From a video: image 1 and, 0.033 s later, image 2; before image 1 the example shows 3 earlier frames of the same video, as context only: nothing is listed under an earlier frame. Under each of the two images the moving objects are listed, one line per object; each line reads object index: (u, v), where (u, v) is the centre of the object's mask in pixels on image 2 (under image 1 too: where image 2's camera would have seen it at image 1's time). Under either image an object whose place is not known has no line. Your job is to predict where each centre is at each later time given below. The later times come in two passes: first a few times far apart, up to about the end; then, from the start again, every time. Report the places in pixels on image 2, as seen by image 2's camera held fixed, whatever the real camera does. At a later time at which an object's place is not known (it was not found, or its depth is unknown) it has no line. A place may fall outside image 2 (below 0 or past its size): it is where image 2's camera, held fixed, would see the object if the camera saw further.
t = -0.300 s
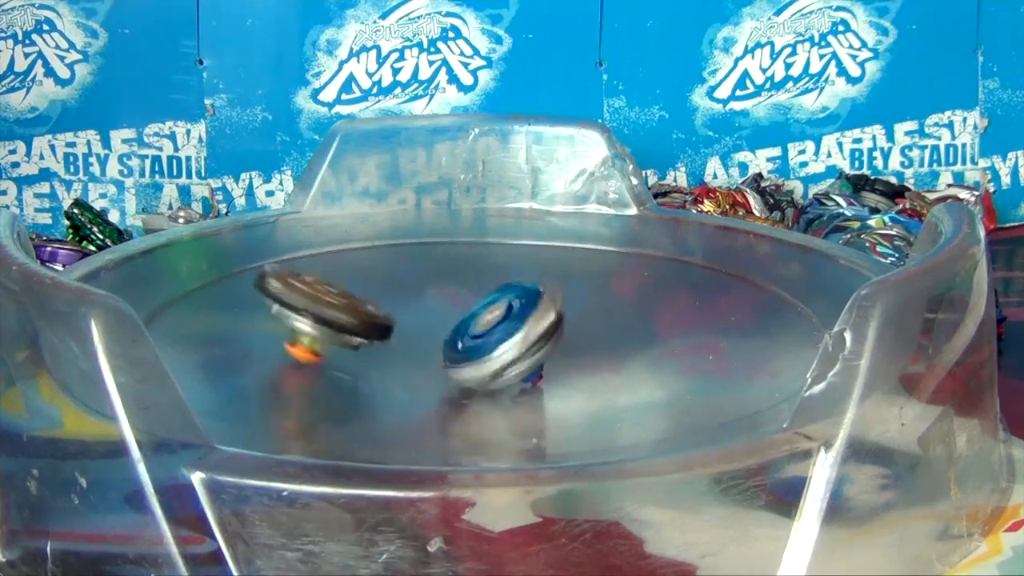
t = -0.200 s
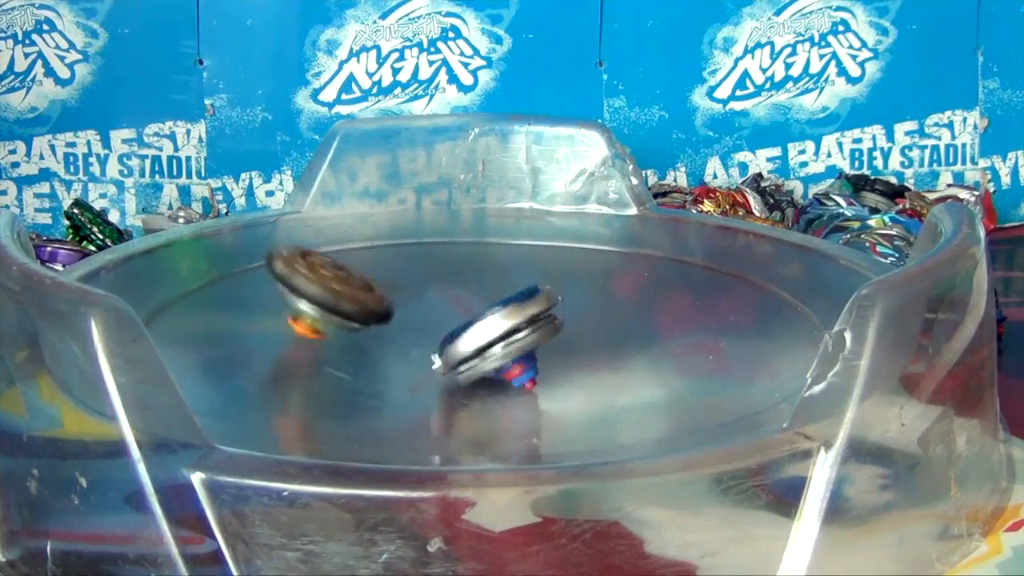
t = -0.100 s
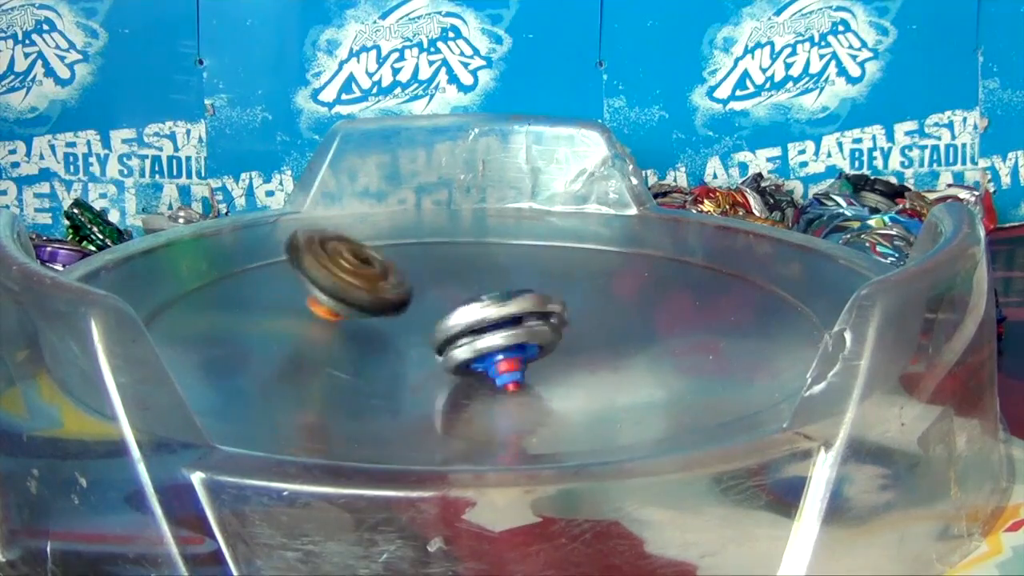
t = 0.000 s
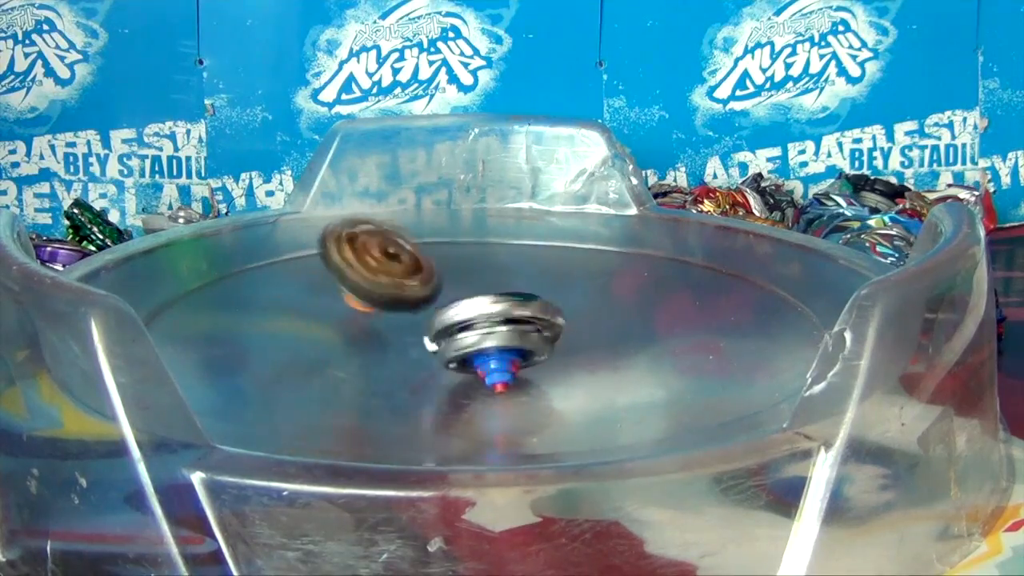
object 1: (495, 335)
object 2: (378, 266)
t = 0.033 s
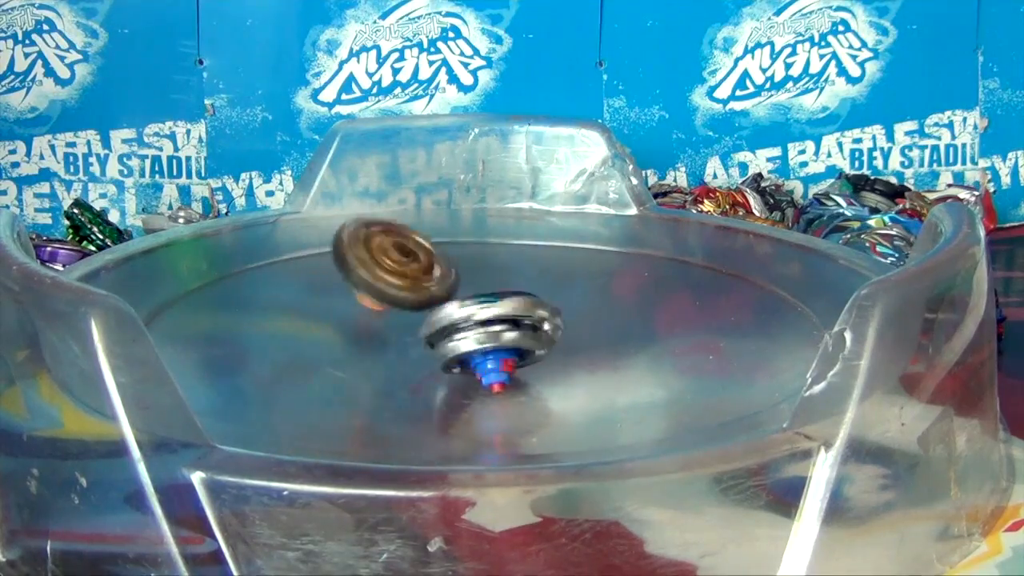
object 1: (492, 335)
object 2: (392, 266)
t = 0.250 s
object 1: (462, 338)
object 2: (501, 261)
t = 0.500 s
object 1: (491, 334)
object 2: (635, 274)
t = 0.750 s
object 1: (484, 334)
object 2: (672, 304)
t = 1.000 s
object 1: (470, 330)
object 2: (614, 353)
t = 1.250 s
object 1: (482, 310)
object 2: (469, 366)
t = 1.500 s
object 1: (514, 329)
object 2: (305, 330)
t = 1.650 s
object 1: (525, 335)
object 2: (287, 293)
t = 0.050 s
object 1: (490, 335)
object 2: (398, 263)
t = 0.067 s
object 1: (486, 335)
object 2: (405, 263)
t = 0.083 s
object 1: (483, 336)
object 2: (413, 263)
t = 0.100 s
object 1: (479, 336)
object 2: (421, 262)
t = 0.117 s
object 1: (477, 335)
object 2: (427, 260)
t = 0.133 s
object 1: (474, 336)
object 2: (435, 260)
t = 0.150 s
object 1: (471, 336)
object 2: (443, 259)
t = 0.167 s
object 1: (469, 336)
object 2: (455, 260)
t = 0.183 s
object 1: (466, 337)
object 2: (461, 259)
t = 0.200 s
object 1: (465, 338)
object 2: (470, 258)
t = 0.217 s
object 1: (463, 338)
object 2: (483, 261)
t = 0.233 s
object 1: (462, 338)
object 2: (492, 261)
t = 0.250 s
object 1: (462, 338)
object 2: (501, 261)
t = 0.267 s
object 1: (461, 338)
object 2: (512, 263)
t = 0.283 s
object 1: (462, 338)
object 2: (522, 263)
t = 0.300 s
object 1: (462, 338)
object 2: (531, 264)
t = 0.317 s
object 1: (464, 338)
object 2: (541, 267)
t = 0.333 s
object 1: (465, 338)
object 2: (550, 266)
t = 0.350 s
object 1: (466, 337)
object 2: (560, 268)
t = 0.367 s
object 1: (468, 337)
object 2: (568, 271)
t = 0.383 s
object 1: (469, 337)
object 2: (576, 269)
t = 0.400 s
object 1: (472, 336)
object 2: (586, 270)
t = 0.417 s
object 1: (474, 335)
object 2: (593, 272)
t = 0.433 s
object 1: (476, 335)
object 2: (602, 271)
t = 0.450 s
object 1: (479, 335)
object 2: (611, 271)
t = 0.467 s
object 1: (483, 334)
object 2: (619, 273)
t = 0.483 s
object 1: (487, 334)
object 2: (626, 272)
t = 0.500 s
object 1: (491, 334)
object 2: (635, 274)
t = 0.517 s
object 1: (494, 334)
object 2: (640, 275)
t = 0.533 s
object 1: (496, 334)
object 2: (646, 274)
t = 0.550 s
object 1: (497, 335)
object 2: (654, 276)
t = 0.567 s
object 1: (499, 335)
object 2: (657, 277)
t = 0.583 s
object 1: (499, 335)
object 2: (662, 277)
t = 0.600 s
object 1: (499, 335)
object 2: (667, 281)
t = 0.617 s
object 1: (499, 335)
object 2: (668, 283)
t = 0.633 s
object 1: (498, 335)
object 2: (672, 283)
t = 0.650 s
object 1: (497, 335)
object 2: (674, 287)
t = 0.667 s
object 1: (496, 335)
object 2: (675, 290)
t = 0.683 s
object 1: (493, 334)
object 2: (676, 290)
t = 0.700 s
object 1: (491, 334)
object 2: (677, 295)
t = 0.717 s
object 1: (489, 334)
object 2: (675, 296)
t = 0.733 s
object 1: (486, 334)
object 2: (675, 298)
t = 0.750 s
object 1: (484, 334)
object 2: (672, 304)
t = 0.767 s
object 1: (482, 334)
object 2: (671, 305)
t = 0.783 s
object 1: (480, 334)
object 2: (667, 308)
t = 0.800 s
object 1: (480, 334)
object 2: (662, 313)
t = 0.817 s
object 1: (480, 335)
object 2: (659, 315)
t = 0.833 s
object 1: (480, 334)
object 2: (655, 318)
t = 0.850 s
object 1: (481, 334)
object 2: (647, 323)
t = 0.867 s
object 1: (482, 334)
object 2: (643, 326)
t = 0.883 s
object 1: (484, 334)
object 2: (636, 329)
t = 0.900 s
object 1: (486, 334)
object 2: (628, 334)
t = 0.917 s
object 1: (487, 334)
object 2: (623, 337)
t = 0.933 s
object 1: (485, 333)
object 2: (621, 340)
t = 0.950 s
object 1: (480, 332)
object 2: (621, 345)
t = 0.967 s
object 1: (476, 331)
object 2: (621, 348)
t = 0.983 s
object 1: (473, 330)
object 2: (619, 349)
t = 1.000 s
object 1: (470, 330)
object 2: (614, 353)
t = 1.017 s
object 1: (469, 330)
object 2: (609, 355)
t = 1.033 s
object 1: (469, 330)
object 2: (602, 356)
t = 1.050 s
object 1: (469, 330)
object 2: (593, 360)
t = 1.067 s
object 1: (469, 330)
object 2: (586, 361)
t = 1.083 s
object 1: (469, 329)
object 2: (576, 362)
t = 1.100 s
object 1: (470, 328)
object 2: (566, 366)
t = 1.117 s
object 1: (470, 326)
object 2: (558, 366)
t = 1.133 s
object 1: (471, 322)
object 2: (547, 365)
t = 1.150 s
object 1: (473, 321)
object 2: (538, 368)
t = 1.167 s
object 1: (474, 318)
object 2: (525, 368)
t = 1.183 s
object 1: (476, 314)
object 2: (514, 367)
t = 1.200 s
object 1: (478, 313)
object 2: (503, 368)
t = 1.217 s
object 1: (480, 312)
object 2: (490, 369)
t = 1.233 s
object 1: (483, 310)
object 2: (479, 367)
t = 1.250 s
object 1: (482, 310)
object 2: (469, 366)
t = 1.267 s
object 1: (485, 310)
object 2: (459, 365)
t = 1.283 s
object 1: (488, 313)
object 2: (447, 365)
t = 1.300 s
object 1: (490, 315)
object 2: (435, 364)
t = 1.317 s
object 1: (490, 318)
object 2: (424, 363)
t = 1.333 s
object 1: (490, 319)
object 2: (413, 362)
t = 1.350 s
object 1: (489, 321)
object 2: (403, 358)
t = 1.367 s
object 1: (487, 325)
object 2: (389, 356)
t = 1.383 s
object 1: (490, 324)
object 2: (375, 355)
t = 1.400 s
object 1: (493, 325)
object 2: (361, 350)
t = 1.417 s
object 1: (498, 327)
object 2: (348, 348)
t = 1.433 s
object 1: (502, 327)
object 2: (337, 343)
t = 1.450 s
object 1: (505, 327)
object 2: (328, 340)
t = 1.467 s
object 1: (508, 327)
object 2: (320, 336)
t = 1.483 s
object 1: (511, 328)
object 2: (312, 332)
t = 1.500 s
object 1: (514, 329)
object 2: (305, 330)
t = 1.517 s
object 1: (515, 329)
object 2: (300, 325)
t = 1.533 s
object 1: (518, 330)
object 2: (294, 322)
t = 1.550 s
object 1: (520, 331)
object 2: (291, 318)
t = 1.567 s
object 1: (521, 332)
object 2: (289, 315)
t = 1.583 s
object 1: (522, 333)
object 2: (286, 310)
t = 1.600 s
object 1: (523, 333)
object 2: (286, 305)
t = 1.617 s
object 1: (524, 333)
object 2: (285, 302)
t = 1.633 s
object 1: (525, 334)
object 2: (286, 298)
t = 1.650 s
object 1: (525, 335)
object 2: (287, 293)
